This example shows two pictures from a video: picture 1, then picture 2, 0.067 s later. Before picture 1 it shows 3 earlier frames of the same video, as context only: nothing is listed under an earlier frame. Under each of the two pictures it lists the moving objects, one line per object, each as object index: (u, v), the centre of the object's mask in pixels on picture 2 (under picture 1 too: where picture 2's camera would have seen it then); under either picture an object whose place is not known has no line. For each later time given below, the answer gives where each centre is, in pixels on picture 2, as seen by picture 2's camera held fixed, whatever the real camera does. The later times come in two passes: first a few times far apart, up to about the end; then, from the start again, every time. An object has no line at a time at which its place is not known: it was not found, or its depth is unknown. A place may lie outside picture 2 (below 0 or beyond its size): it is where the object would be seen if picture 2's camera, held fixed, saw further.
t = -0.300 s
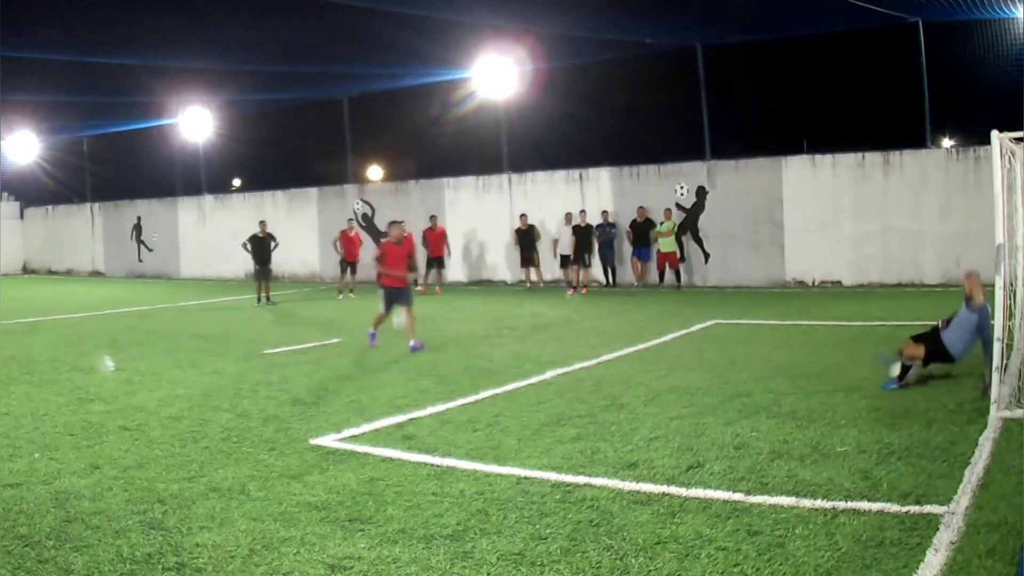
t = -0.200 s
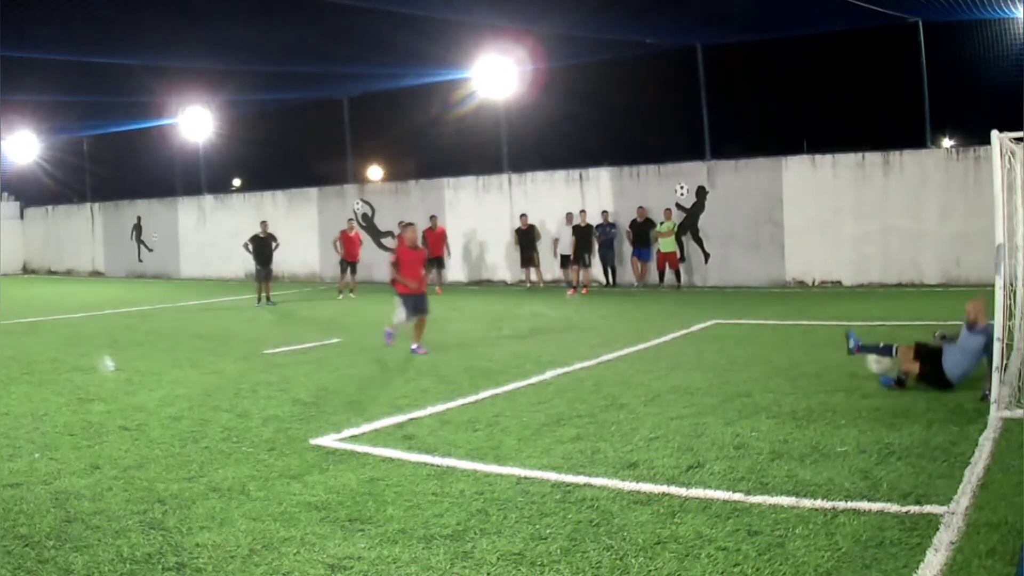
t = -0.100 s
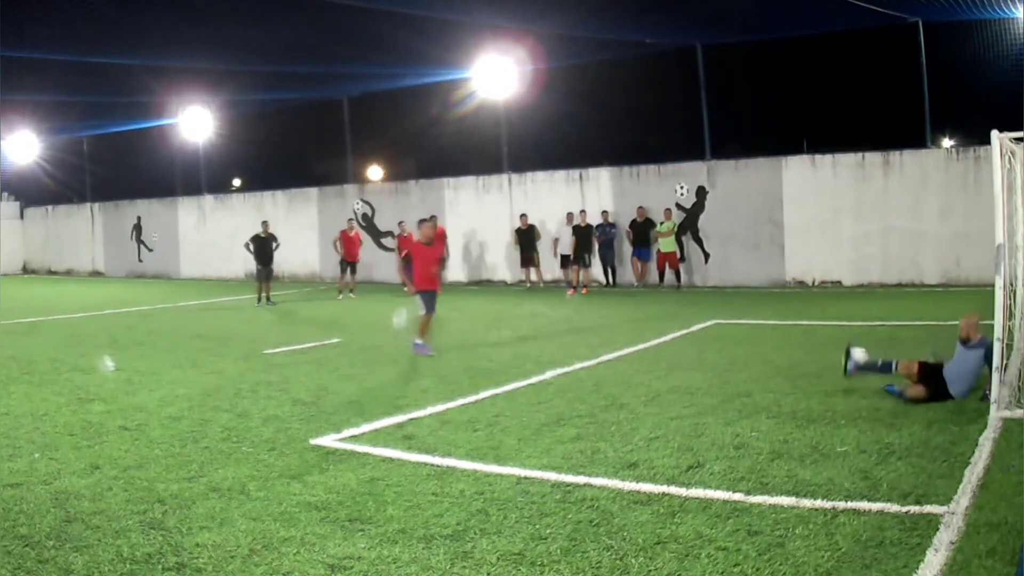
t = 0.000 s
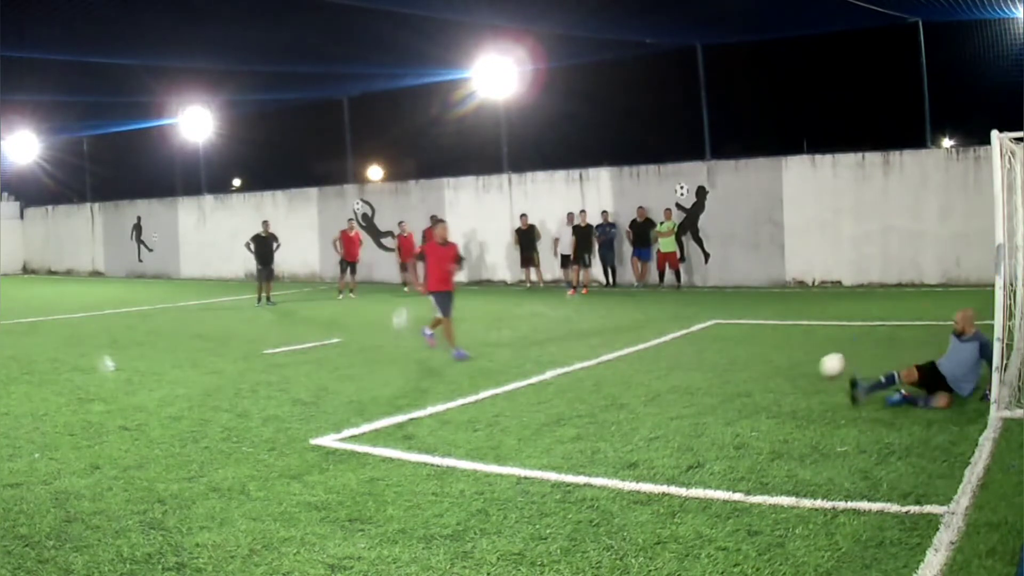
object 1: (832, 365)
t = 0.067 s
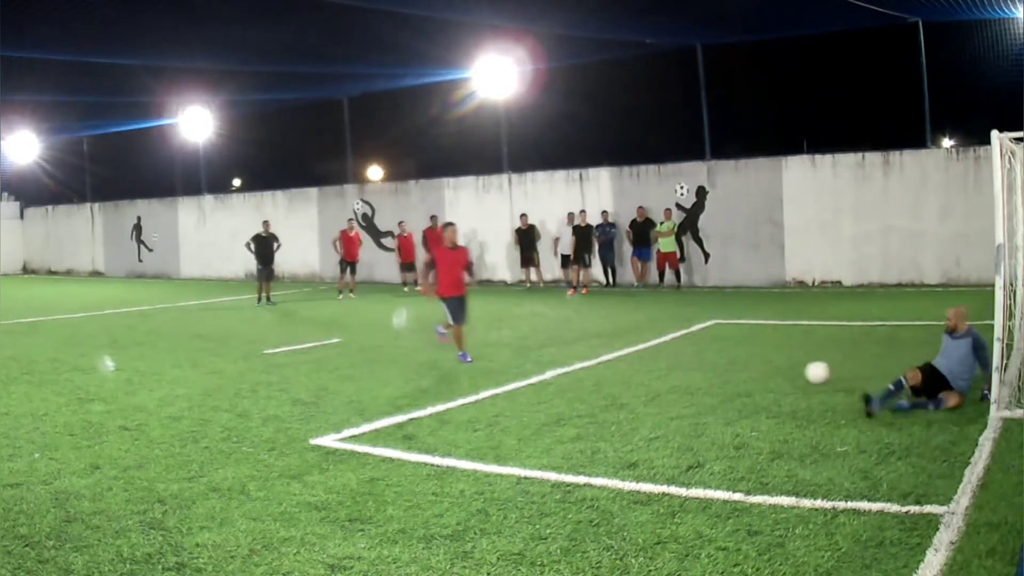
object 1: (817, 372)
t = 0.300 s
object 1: (775, 369)
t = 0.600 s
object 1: (724, 365)
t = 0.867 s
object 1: (682, 365)
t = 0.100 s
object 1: (811, 369)
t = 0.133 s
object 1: (805, 366)
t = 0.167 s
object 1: (799, 365)
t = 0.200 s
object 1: (793, 364)
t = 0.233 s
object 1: (787, 365)
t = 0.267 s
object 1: (781, 366)
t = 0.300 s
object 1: (775, 369)
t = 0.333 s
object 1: (769, 370)
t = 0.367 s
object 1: (763, 367)
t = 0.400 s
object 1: (758, 366)
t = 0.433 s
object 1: (752, 365)
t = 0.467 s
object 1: (746, 365)
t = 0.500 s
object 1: (741, 367)
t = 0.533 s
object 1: (734, 368)
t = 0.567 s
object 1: (729, 366)
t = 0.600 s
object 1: (724, 365)
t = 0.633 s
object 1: (719, 365)
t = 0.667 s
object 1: (714, 365)
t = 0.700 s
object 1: (709, 367)
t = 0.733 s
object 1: (703, 366)
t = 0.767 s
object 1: (698, 366)
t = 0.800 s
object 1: (693, 366)
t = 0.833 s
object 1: (688, 365)
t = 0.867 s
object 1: (682, 365)
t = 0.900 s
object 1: (677, 364)
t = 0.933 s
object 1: (673, 364)
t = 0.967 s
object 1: (668, 364)
